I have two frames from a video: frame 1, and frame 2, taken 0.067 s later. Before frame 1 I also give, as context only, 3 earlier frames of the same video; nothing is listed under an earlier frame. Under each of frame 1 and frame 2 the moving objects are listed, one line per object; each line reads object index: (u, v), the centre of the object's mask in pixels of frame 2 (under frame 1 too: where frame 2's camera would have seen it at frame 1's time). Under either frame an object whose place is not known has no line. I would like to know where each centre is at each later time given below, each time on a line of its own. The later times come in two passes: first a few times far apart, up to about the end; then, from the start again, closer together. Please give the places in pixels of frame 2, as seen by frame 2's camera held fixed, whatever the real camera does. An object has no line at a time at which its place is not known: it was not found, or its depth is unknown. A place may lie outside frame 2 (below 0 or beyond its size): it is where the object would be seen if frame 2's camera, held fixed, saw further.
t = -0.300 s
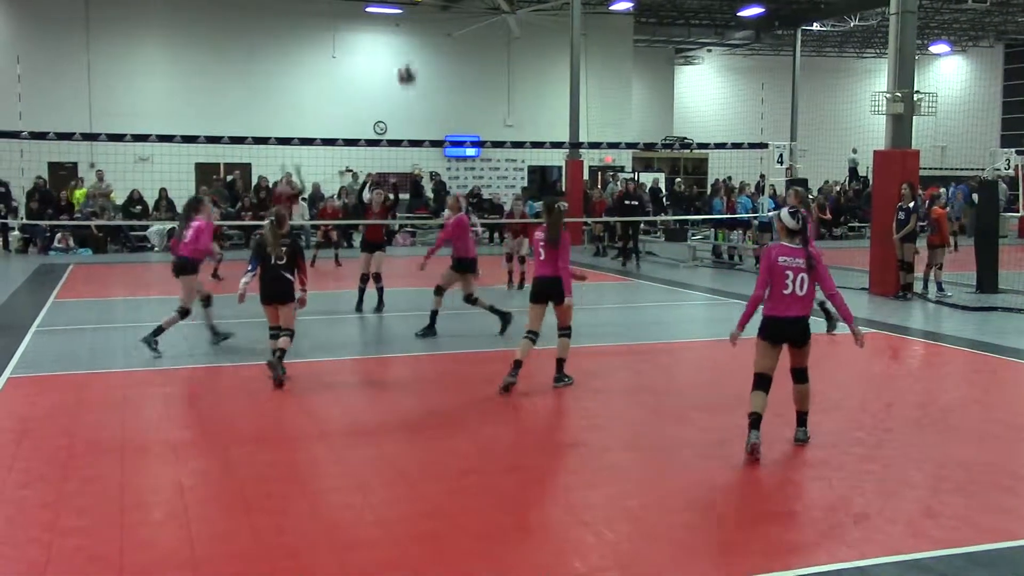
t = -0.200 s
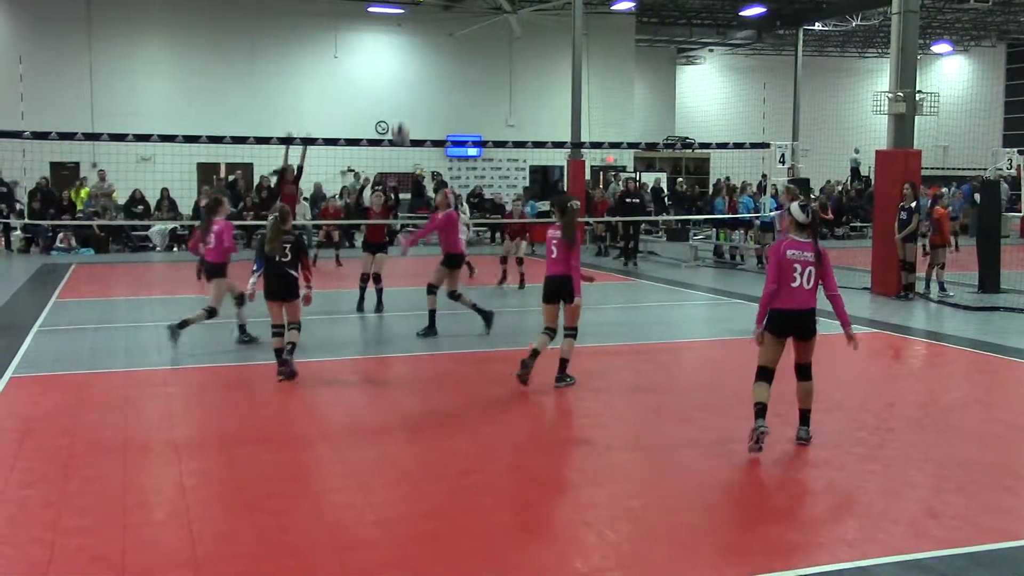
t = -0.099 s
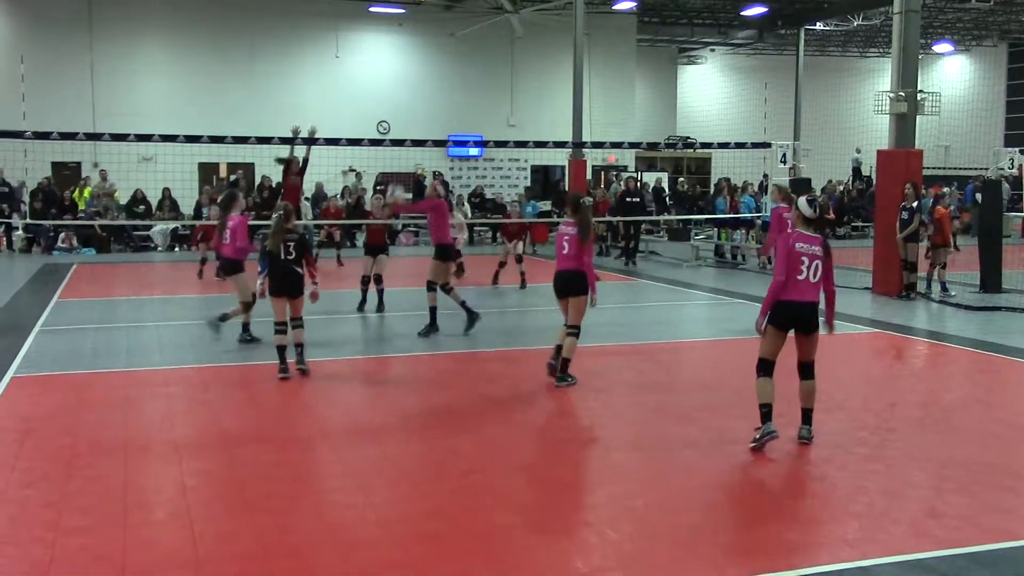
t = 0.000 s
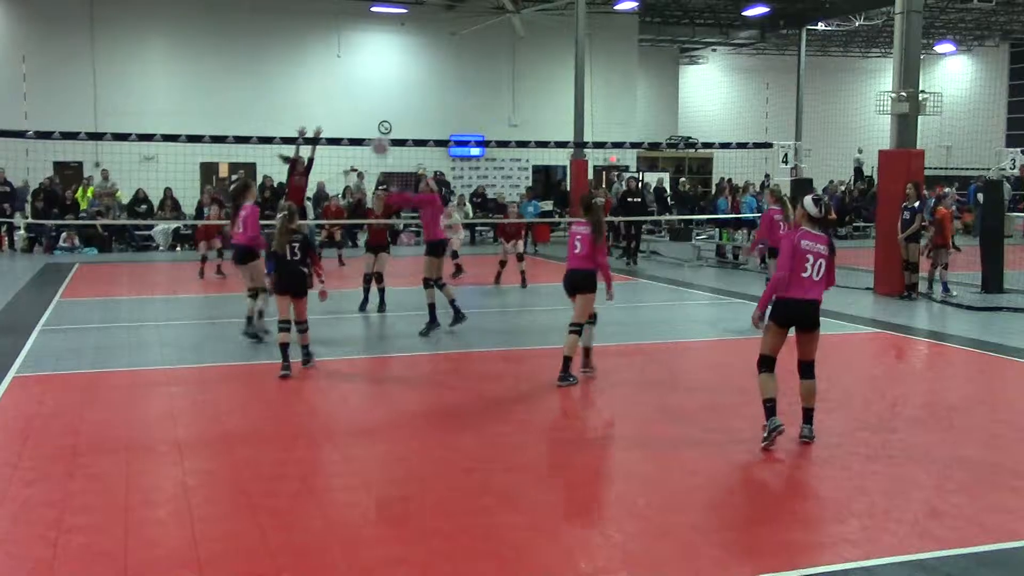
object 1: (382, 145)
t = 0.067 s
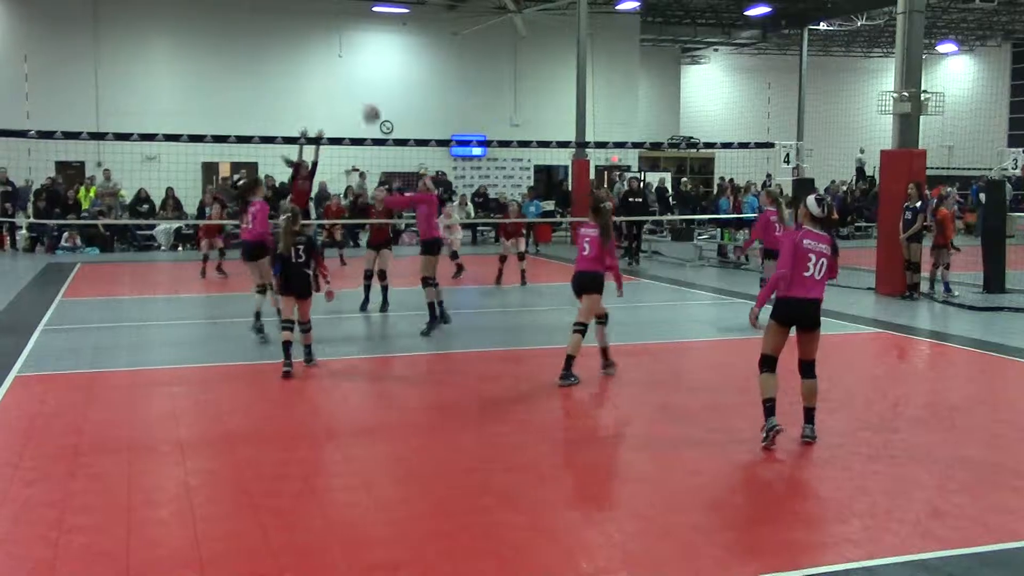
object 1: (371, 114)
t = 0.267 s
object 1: (342, 49)
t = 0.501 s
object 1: (311, 24)
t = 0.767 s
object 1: (283, 50)
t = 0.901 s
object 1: (272, 80)
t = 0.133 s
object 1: (361, 87)
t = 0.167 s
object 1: (356, 76)
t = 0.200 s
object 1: (351, 66)
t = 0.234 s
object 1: (346, 57)
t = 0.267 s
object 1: (342, 49)
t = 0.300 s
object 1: (337, 43)
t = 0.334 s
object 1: (331, 38)
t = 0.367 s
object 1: (327, 33)
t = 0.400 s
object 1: (324, 27)
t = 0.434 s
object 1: (319, 25)
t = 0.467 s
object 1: (314, 24)
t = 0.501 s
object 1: (311, 24)
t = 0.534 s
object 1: (306, 23)
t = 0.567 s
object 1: (303, 25)
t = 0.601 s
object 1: (299, 26)
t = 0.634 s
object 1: (294, 26)
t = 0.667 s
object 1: (292, 33)
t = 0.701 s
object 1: (287, 36)
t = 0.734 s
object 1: (287, 42)
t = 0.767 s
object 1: (283, 50)
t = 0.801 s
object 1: (278, 54)
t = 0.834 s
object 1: (277, 63)
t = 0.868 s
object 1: (275, 71)
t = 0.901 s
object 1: (272, 80)
